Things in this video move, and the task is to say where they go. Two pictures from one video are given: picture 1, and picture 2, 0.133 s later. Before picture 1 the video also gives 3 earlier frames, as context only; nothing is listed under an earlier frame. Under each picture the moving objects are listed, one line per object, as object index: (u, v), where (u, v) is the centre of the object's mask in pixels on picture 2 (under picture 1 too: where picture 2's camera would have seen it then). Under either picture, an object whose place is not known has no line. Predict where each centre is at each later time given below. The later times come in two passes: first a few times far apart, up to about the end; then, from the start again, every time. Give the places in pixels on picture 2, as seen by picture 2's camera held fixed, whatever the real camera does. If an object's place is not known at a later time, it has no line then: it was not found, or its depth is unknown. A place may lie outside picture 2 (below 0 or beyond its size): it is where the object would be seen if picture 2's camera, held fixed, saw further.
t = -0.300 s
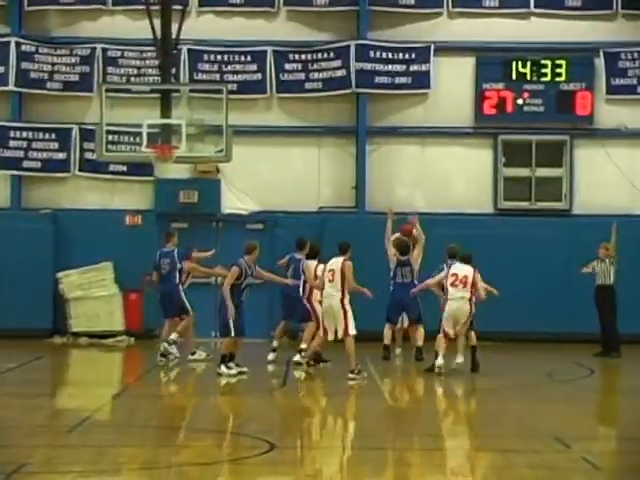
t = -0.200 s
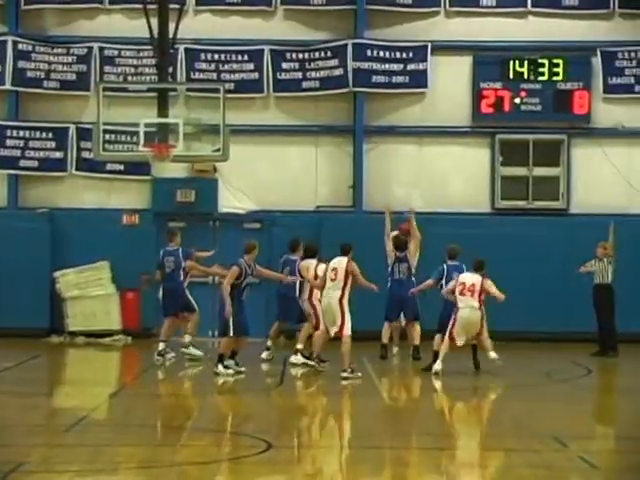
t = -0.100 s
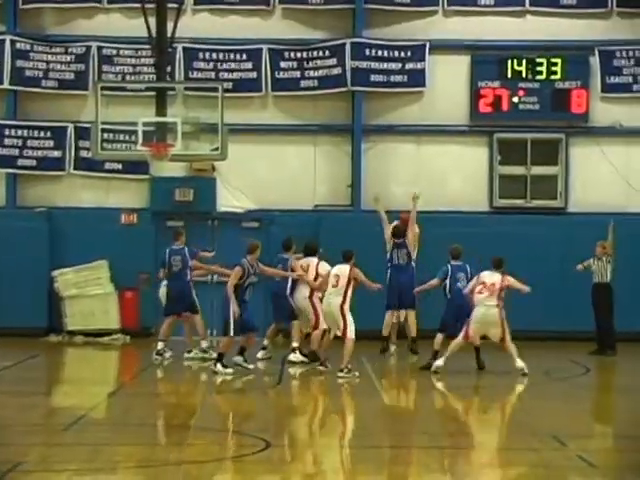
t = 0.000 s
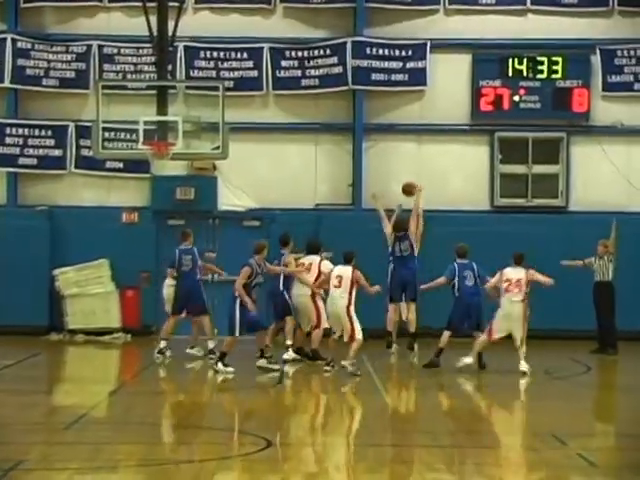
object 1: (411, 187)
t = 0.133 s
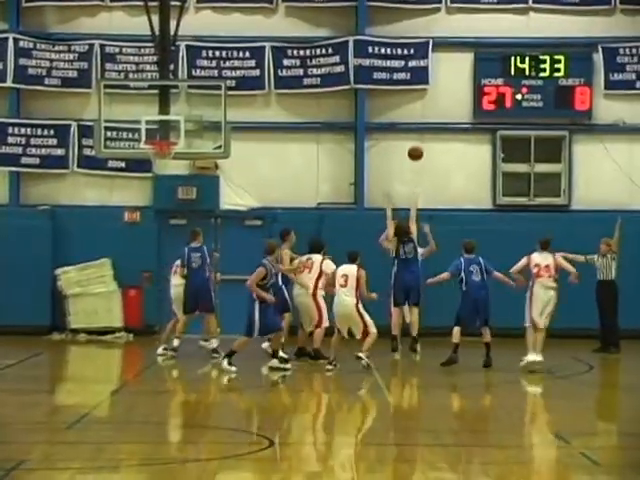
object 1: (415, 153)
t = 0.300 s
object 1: (420, 122)
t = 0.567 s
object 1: (428, 116)
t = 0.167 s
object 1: (416, 145)
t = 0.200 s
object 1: (417, 141)
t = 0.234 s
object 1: (418, 134)
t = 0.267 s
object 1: (420, 129)
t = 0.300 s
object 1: (420, 122)
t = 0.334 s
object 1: (421, 121)
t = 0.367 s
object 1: (421, 119)
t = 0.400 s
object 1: (423, 115)
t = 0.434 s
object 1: (424, 114)
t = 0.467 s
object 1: (425, 114)
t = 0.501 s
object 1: (426, 114)
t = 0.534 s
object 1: (427, 115)
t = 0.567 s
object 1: (428, 116)
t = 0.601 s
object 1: (429, 118)
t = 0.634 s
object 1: (430, 121)
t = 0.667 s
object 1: (432, 125)
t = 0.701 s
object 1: (432, 131)
